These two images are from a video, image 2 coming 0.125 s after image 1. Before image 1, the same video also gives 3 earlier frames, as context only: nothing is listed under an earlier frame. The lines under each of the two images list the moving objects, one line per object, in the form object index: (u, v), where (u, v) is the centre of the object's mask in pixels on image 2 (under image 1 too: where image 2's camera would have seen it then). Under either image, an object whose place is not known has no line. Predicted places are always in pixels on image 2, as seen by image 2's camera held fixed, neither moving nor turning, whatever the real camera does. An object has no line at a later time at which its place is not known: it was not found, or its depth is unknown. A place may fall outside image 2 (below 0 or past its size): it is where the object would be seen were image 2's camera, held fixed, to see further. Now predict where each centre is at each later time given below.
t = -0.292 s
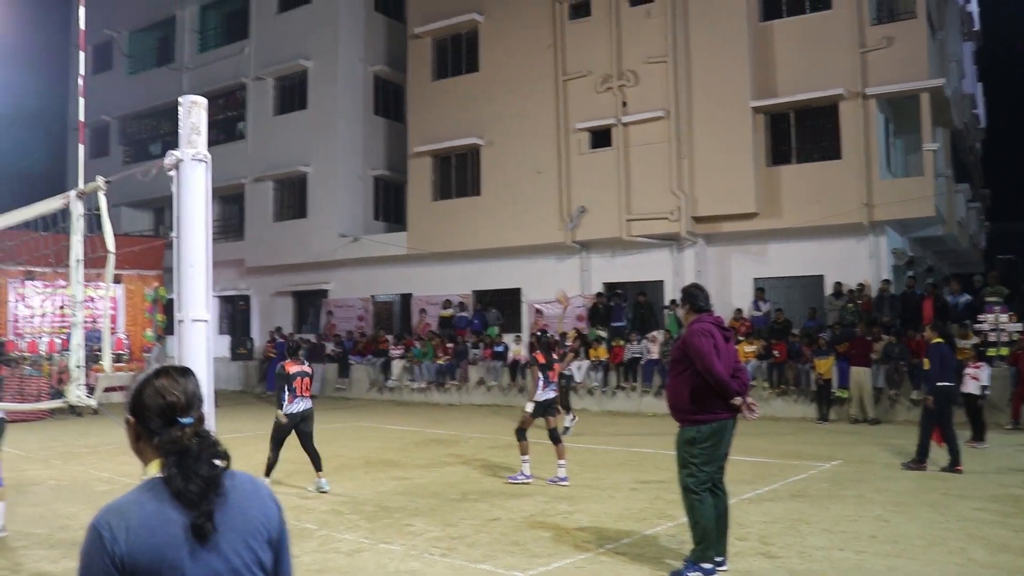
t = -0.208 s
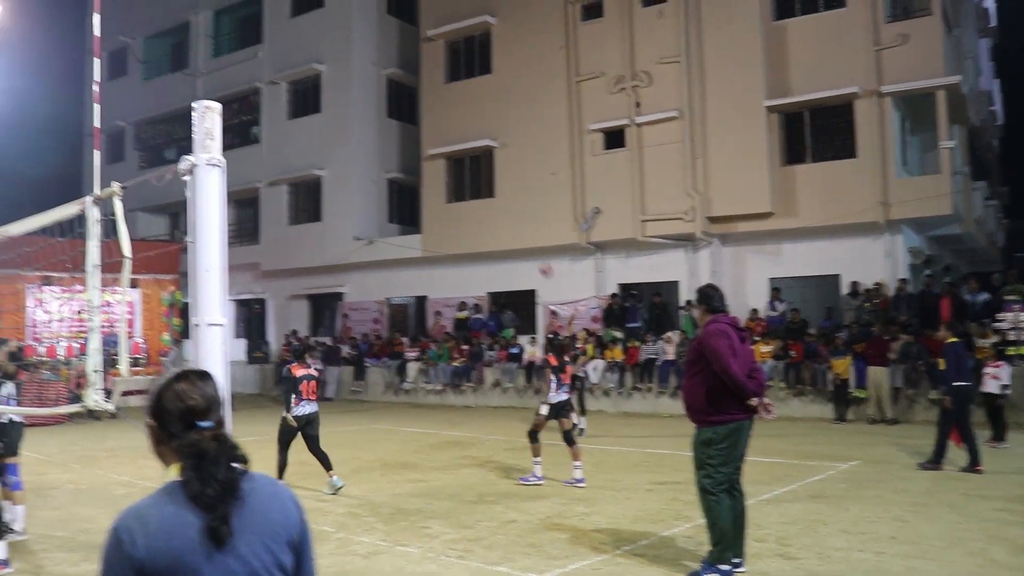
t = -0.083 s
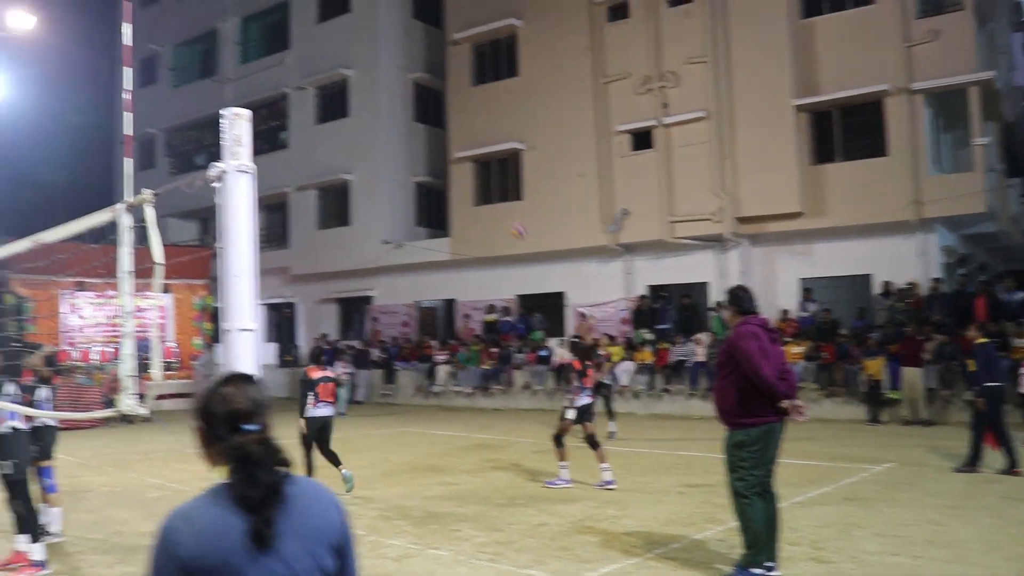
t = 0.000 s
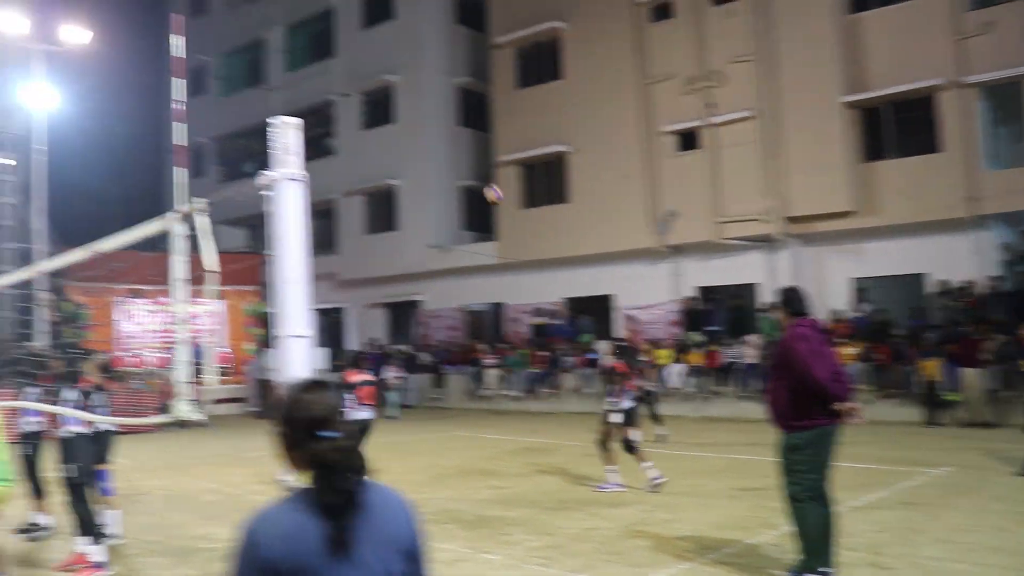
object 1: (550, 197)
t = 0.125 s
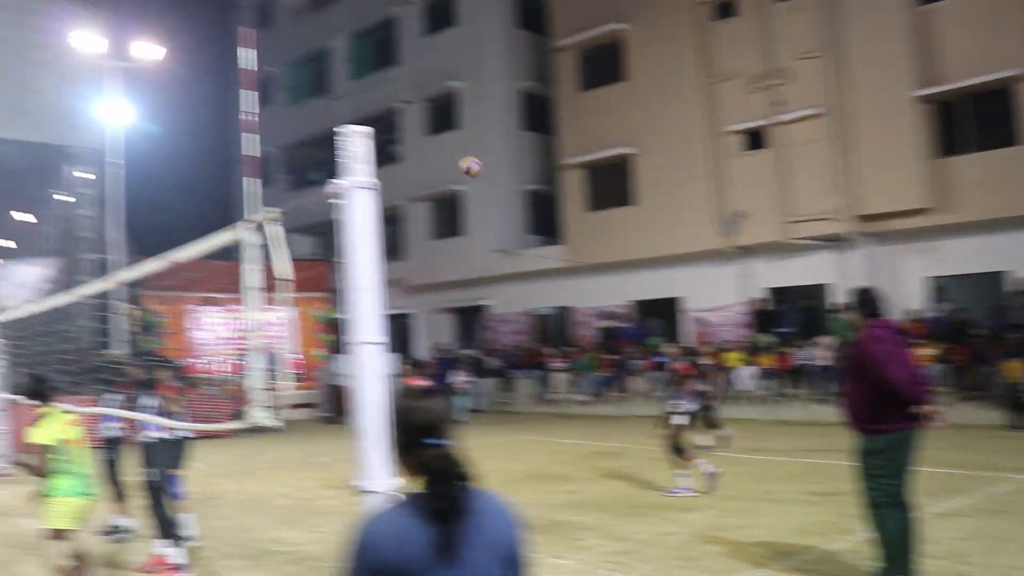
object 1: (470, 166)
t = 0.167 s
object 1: (438, 158)
